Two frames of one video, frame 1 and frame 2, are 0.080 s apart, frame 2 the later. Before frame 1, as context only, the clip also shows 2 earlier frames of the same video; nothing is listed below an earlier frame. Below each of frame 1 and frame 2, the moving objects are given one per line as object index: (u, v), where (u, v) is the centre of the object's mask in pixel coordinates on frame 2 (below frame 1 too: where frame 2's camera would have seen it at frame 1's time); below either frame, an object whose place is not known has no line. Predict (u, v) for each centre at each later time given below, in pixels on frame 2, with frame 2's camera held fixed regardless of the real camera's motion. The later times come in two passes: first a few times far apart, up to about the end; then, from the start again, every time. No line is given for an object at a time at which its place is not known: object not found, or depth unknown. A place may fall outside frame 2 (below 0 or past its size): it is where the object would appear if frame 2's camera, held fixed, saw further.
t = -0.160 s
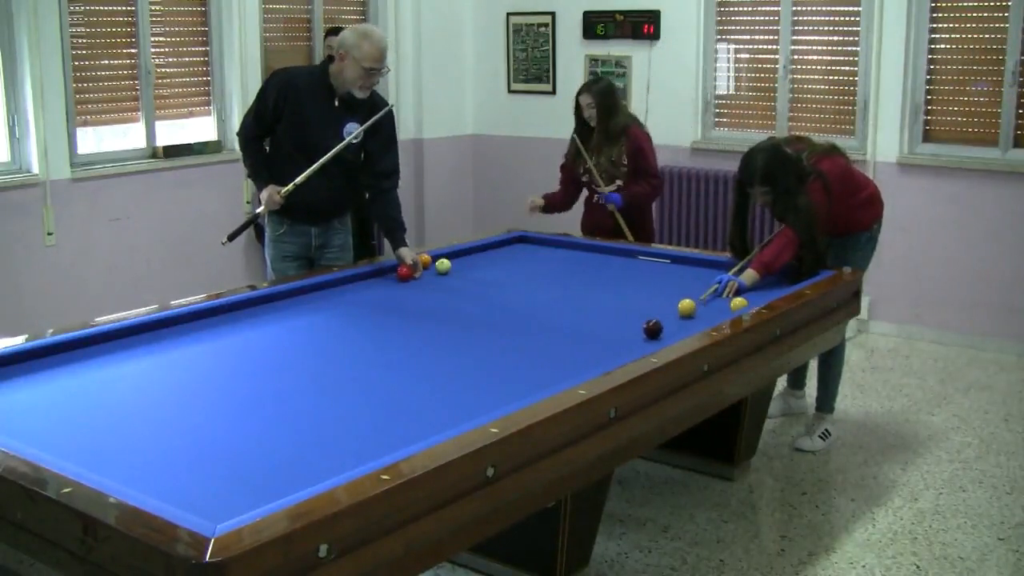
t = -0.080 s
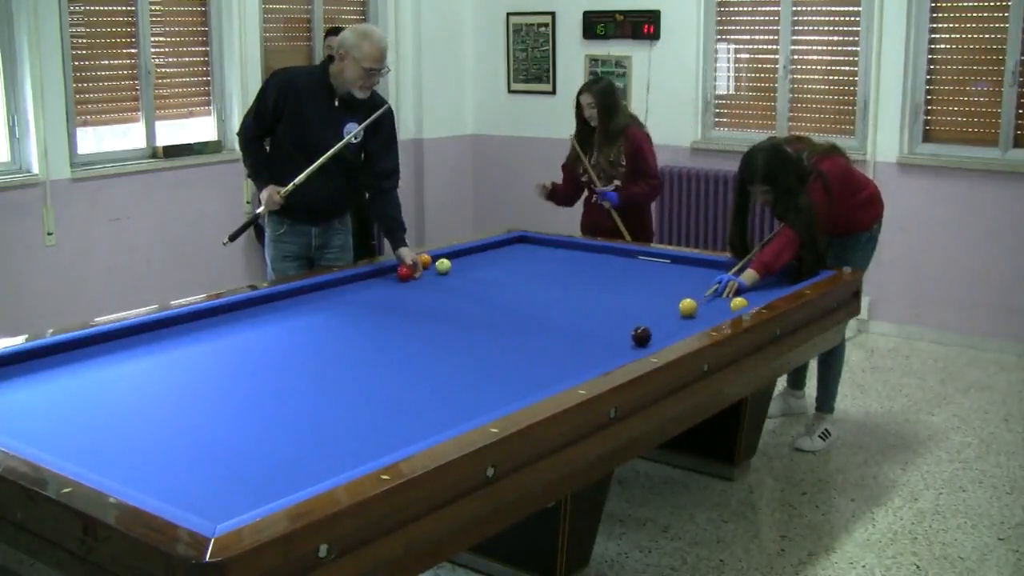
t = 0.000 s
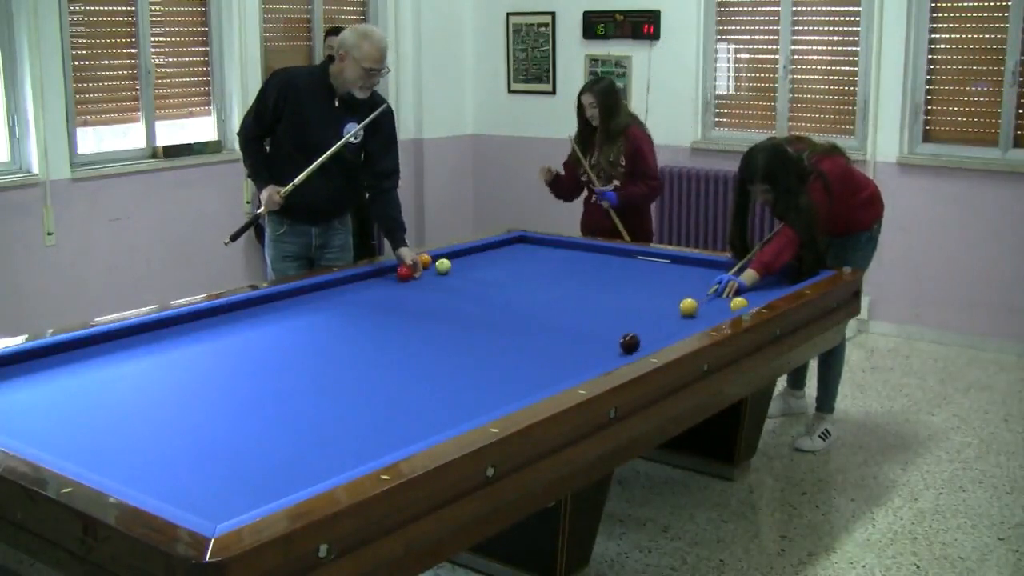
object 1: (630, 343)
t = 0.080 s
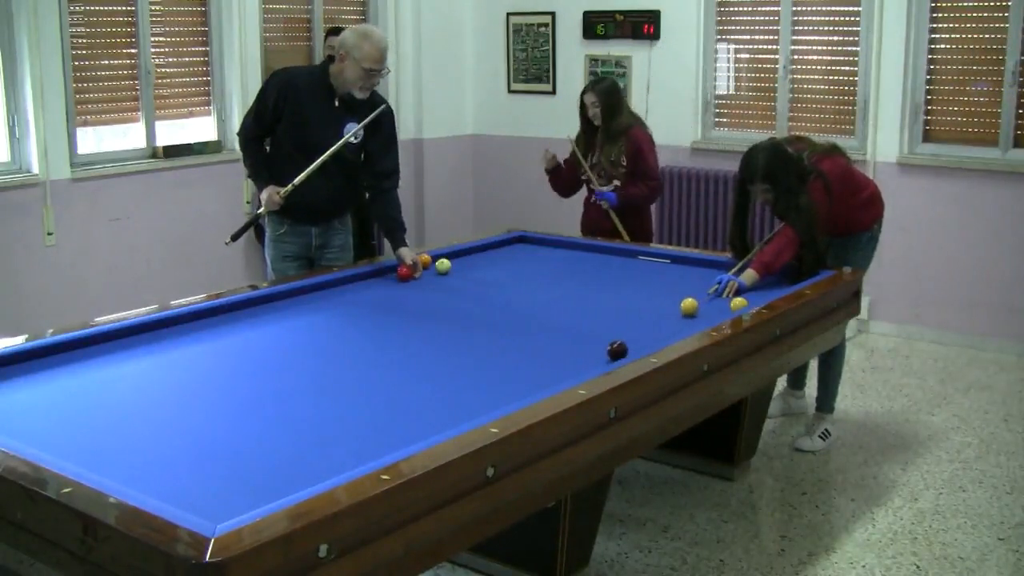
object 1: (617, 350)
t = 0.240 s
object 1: (590, 364)
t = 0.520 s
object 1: (521, 391)
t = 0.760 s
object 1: (452, 416)
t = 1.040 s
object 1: (360, 448)
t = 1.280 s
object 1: (271, 479)
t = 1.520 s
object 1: (192, 502)
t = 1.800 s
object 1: (249, 477)
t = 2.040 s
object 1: (289, 458)
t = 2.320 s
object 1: (330, 437)
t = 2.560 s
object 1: (361, 422)
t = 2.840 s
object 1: (394, 405)
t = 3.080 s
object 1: (420, 392)
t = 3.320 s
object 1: (443, 381)
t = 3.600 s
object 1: (467, 368)
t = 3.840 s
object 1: (486, 359)
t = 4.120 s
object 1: (507, 348)
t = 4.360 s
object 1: (523, 340)
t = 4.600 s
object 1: (537, 333)
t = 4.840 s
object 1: (551, 326)
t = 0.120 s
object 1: (611, 354)
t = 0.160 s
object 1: (604, 357)
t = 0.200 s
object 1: (597, 361)
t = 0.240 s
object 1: (590, 364)
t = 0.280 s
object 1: (583, 368)
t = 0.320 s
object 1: (573, 372)
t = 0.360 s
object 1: (563, 375)
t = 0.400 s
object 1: (553, 379)
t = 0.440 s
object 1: (543, 383)
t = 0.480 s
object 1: (532, 387)
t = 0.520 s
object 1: (521, 391)
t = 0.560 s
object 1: (510, 395)
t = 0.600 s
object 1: (499, 399)
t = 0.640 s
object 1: (487, 404)
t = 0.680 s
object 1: (476, 408)
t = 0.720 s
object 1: (464, 412)
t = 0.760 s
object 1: (452, 416)
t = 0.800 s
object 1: (439, 421)
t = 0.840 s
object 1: (427, 425)
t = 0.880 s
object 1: (414, 430)
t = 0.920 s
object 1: (401, 434)
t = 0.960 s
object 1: (388, 439)
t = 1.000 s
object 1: (374, 443)
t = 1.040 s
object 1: (360, 448)
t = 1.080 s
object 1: (346, 453)
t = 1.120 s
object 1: (332, 458)
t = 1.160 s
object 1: (317, 464)
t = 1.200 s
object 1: (302, 469)
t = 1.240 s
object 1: (287, 474)
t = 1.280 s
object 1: (271, 479)
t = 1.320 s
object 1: (255, 485)
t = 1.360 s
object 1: (239, 490)
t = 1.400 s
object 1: (223, 496)
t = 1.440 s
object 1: (206, 502)
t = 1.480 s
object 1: (189, 503)
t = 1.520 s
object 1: (192, 502)
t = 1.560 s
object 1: (203, 499)
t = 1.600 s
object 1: (213, 495)
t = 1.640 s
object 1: (221, 491)
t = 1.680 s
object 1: (228, 488)
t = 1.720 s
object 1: (235, 484)
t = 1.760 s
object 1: (243, 481)
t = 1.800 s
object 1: (249, 477)
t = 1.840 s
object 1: (257, 474)
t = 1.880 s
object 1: (263, 470)
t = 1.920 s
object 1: (270, 467)
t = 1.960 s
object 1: (276, 463)
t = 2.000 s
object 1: (283, 461)
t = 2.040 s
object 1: (289, 458)
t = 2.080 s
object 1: (295, 454)
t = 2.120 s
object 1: (301, 451)
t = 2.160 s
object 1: (307, 449)
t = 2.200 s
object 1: (313, 445)
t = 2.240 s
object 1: (319, 443)
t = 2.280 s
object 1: (324, 440)
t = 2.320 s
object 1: (330, 437)
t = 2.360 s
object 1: (335, 434)
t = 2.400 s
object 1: (341, 432)
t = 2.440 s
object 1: (346, 429)
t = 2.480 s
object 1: (351, 427)
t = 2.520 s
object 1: (356, 424)
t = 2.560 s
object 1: (361, 422)
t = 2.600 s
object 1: (366, 420)
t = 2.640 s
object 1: (371, 417)
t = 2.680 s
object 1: (376, 414)
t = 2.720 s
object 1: (381, 412)
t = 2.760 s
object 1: (385, 410)
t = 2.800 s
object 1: (390, 407)
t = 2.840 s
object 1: (394, 405)
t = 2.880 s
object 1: (399, 403)
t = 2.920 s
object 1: (403, 401)
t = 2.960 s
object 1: (407, 399)
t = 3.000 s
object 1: (411, 397)
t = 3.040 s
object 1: (416, 395)
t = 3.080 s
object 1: (420, 392)
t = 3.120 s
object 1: (424, 390)
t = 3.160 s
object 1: (428, 389)
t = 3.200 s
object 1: (432, 387)
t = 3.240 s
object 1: (435, 385)
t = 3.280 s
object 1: (439, 383)
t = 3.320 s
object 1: (443, 381)
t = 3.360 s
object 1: (447, 379)
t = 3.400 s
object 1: (450, 377)
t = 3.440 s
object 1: (454, 375)
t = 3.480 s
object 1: (457, 373)
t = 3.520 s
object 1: (461, 372)
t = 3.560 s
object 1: (464, 370)
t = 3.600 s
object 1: (467, 368)
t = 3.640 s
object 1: (471, 367)
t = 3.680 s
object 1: (474, 365)
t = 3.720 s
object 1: (477, 363)
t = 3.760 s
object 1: (480, 362)
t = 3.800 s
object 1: (483, 360)
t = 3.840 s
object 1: (486, 359)
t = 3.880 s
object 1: (490, 357)
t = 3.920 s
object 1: (492, 356)
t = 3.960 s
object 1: (495, 354)
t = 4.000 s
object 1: (498, 353)
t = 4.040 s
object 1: (501, 351)
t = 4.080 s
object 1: (504, 350)
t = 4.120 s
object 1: (507, 348)
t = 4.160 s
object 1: (510, 347)
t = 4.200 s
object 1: (512, 345)
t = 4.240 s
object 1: (515, 344)
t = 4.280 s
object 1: (518, 343)
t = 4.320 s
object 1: (520, 341)
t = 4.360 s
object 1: (523, 340)
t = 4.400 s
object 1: (525, 339)
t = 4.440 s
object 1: (528, 337)
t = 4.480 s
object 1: (530, 336)
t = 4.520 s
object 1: (533, 335)
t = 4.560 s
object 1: (535, 334)
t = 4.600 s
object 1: (537, 333)
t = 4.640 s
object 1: (540, 332)
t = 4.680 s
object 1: (542, 330)
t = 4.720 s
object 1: (544, 329)
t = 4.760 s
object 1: (547, 328)
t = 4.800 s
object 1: (549, 327)
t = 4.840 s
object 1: (551, 326)
